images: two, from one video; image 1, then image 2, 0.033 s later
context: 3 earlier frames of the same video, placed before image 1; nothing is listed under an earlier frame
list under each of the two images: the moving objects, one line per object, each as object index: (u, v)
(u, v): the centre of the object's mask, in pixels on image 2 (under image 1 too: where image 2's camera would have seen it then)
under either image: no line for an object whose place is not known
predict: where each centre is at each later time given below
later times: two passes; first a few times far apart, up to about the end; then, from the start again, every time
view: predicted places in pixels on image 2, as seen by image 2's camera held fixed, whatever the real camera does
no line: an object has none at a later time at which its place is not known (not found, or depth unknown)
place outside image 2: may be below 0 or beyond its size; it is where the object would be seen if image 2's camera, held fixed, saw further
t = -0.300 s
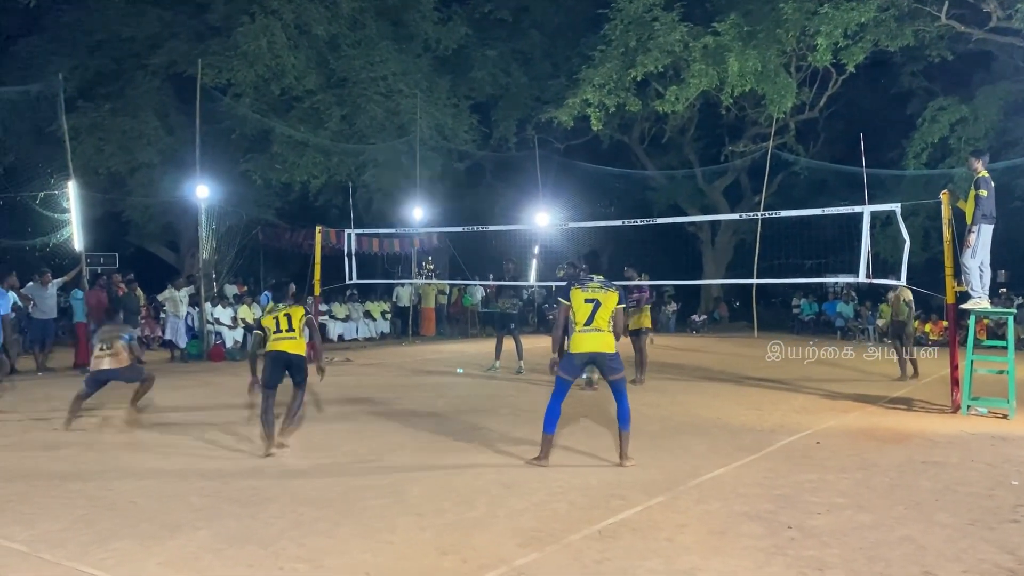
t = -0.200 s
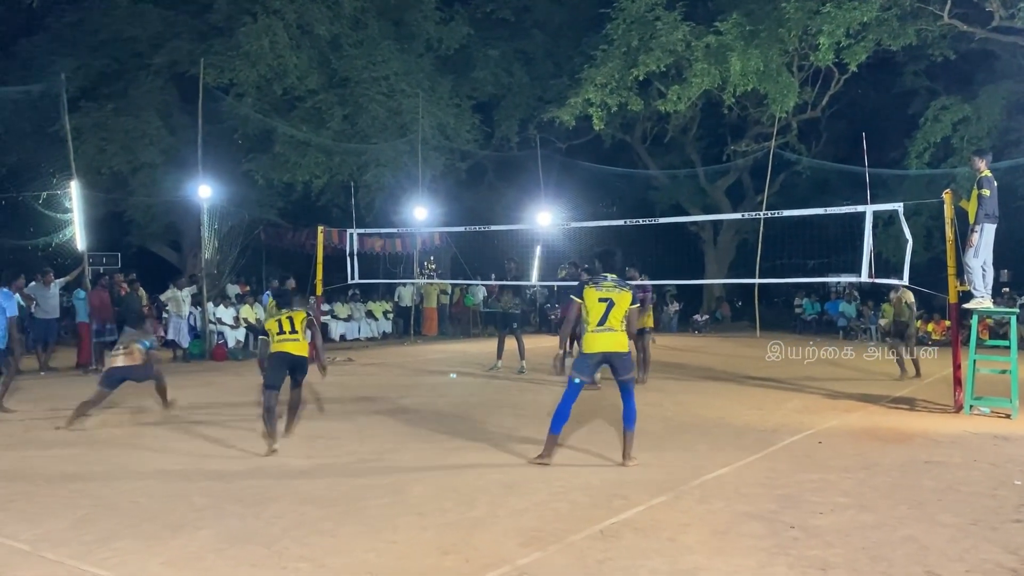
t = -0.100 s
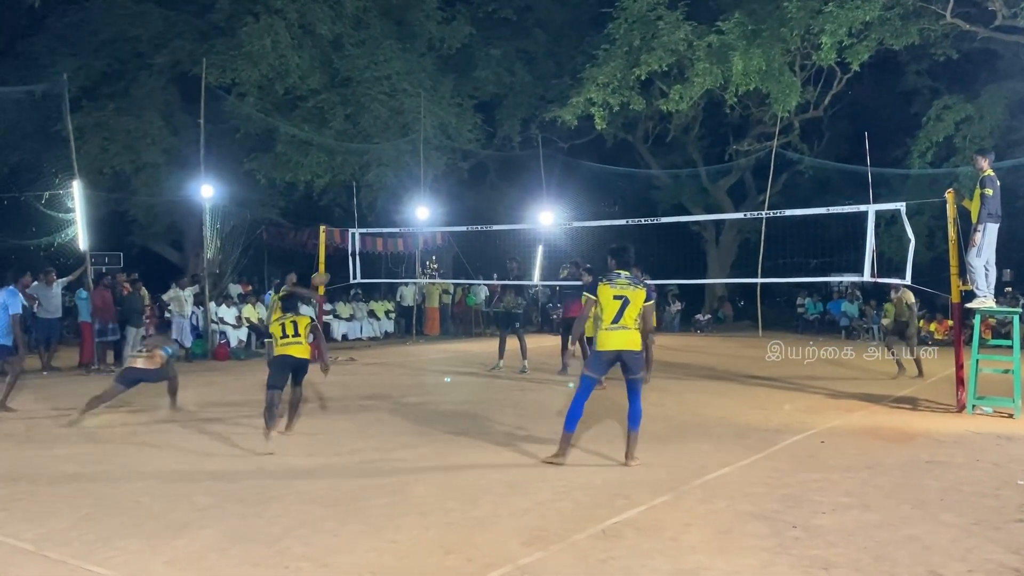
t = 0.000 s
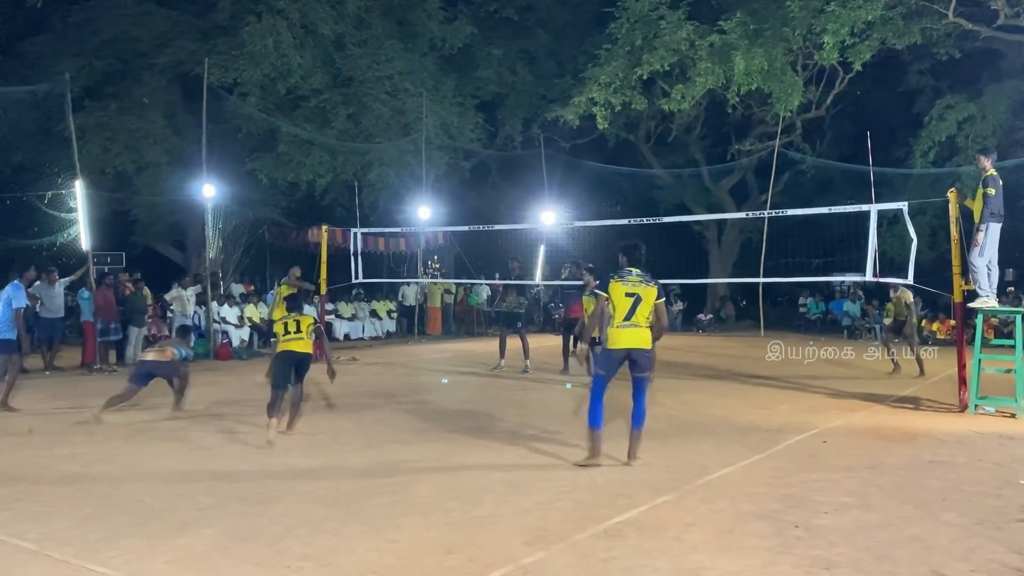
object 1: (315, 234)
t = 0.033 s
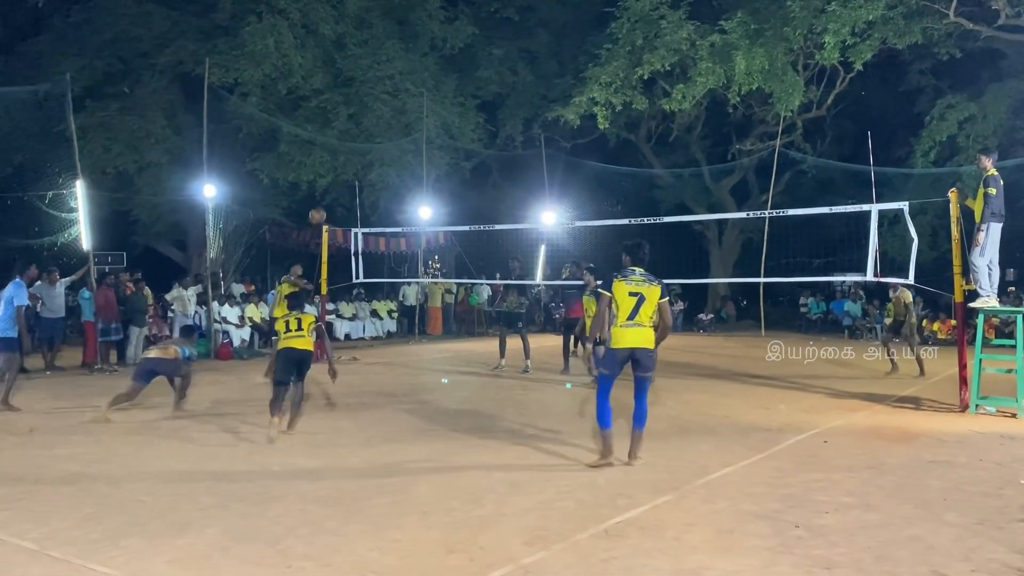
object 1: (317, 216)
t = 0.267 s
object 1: (321, 106)
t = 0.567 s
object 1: (325, 15)
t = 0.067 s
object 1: (318, 198)
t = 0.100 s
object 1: (318, 181)
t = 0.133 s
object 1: (320, 165)
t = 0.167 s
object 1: (320, 149)
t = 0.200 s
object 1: (321, 134)
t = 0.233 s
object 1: (321, 120)
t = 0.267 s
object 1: (321, 106)
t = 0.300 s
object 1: (321, 93)
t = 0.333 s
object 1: (322, 80)
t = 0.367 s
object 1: (323, 69)
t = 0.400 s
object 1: (324, 59)
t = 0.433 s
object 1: (324, 48)
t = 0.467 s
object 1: (324, 38)
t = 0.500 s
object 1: (324, 30)
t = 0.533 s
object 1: (324, 22)
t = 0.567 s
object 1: (325, 15)
